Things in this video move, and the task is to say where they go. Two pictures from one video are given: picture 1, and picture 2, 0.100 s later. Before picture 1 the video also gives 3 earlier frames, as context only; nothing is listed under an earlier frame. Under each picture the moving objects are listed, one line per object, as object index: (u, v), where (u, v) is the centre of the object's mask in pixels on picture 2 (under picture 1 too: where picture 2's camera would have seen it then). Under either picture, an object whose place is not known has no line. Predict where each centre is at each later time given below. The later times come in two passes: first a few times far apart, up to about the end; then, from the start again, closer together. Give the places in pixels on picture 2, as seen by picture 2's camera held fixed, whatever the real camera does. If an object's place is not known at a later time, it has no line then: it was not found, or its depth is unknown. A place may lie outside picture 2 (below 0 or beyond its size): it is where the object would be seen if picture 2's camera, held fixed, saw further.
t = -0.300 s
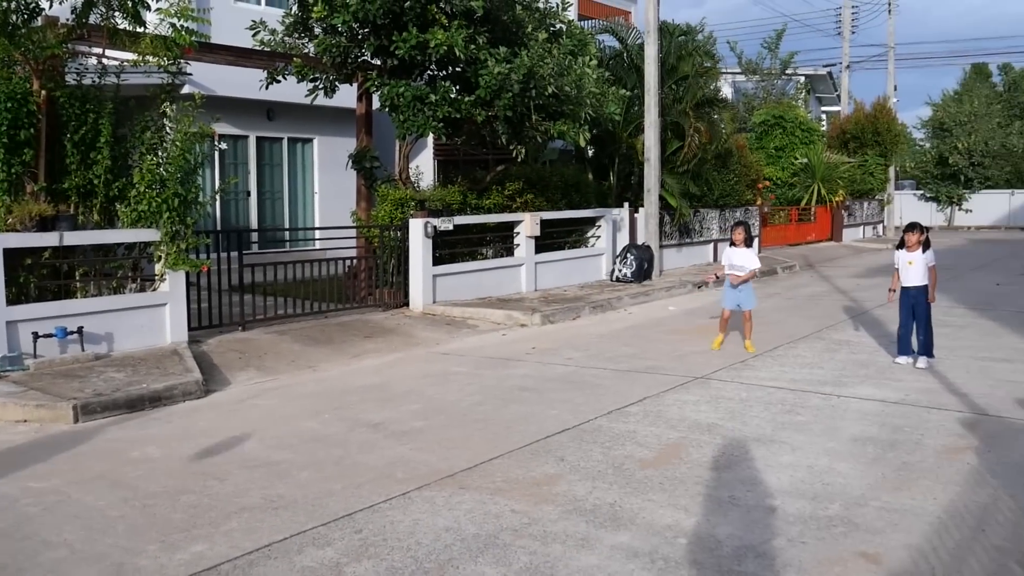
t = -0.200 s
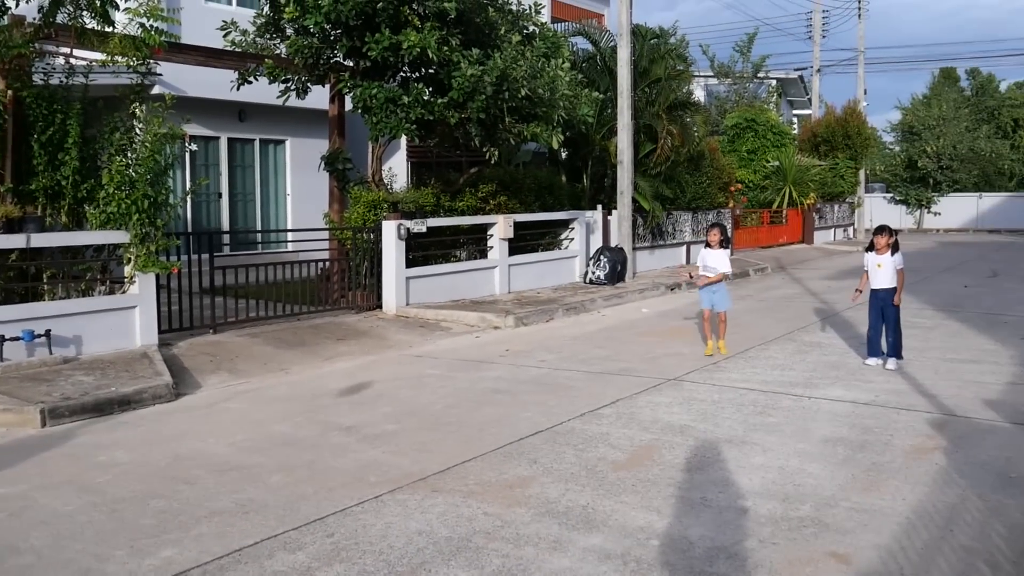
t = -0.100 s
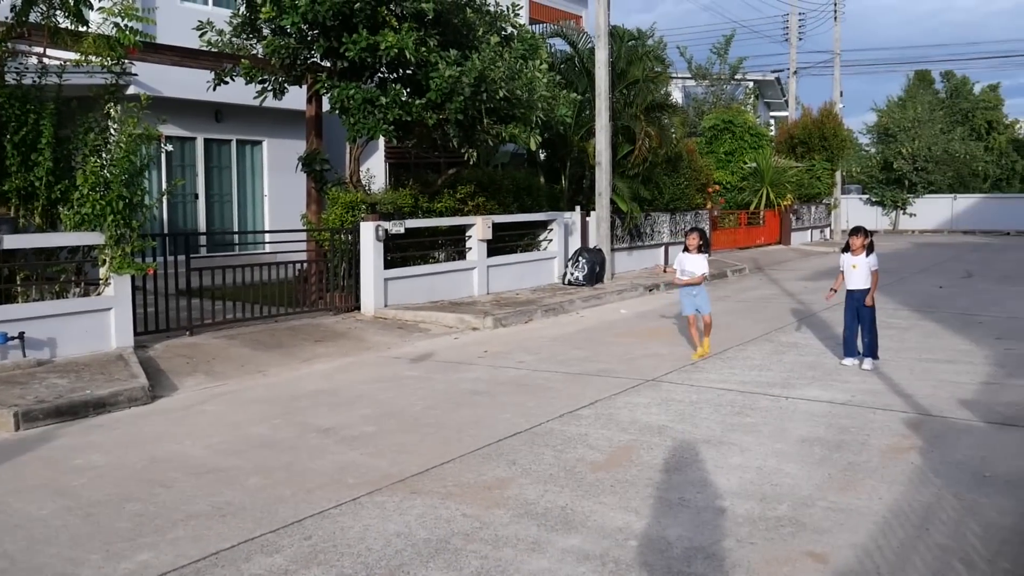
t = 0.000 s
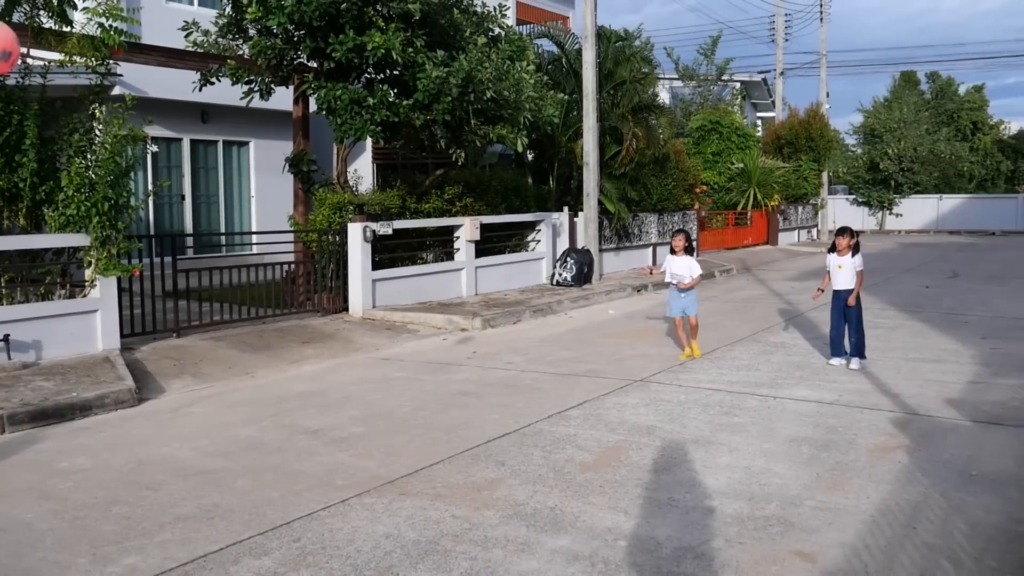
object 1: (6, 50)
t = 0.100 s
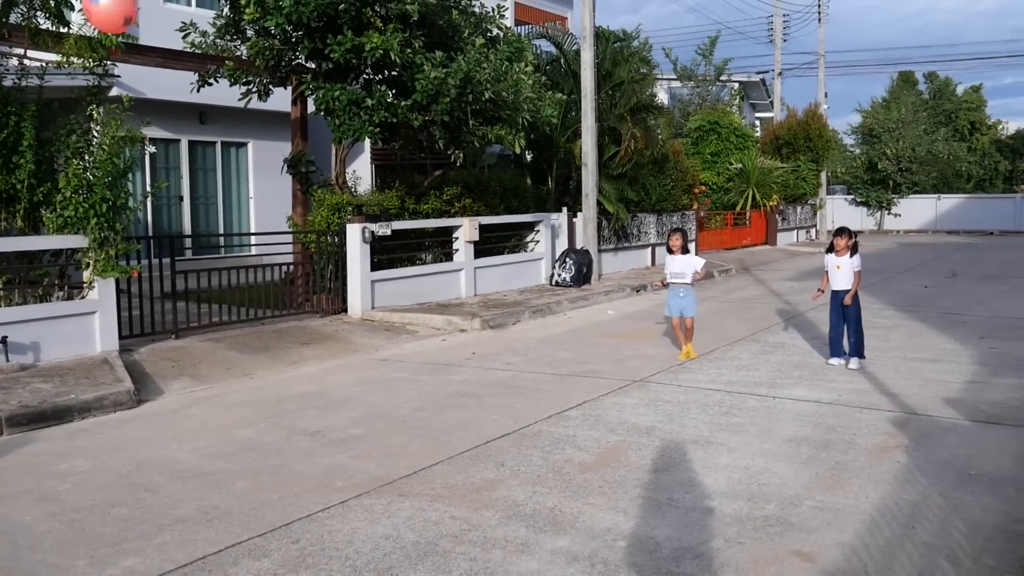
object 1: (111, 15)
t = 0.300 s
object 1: (290, 7)
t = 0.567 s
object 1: (445, 72)
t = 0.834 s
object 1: (547, 215)
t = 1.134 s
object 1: (616, 420)
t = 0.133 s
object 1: (145, 11)
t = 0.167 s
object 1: (179, 8)
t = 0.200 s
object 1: (210, 6)
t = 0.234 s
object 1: (238, 6)
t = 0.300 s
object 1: (290, 7)
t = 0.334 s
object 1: (313, 9)
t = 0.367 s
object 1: (335, 11)
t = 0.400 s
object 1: (356, 16)
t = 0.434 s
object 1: (376, 24)
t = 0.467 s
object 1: (394, 33)
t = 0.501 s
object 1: (412, 46)
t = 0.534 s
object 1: (429, 59)
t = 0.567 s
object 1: (445, 72)
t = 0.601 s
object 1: (460, 88)
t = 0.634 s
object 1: (475, 103)
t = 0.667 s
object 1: (489, 120)
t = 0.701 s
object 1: (502, 138)
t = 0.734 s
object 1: (514, 156)
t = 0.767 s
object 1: (525, 175)
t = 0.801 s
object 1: (537, 195)
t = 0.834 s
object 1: (547, 215)
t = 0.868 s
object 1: (557, 236)
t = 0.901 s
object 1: (566, 258)
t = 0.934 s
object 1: (574, 278)
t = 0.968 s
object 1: (583, 301)
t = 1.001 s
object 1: (590, 324)
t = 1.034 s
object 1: (598, 347)
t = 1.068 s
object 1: (604, 372)
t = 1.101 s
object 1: (610, 396)
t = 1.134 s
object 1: (616, 420)
